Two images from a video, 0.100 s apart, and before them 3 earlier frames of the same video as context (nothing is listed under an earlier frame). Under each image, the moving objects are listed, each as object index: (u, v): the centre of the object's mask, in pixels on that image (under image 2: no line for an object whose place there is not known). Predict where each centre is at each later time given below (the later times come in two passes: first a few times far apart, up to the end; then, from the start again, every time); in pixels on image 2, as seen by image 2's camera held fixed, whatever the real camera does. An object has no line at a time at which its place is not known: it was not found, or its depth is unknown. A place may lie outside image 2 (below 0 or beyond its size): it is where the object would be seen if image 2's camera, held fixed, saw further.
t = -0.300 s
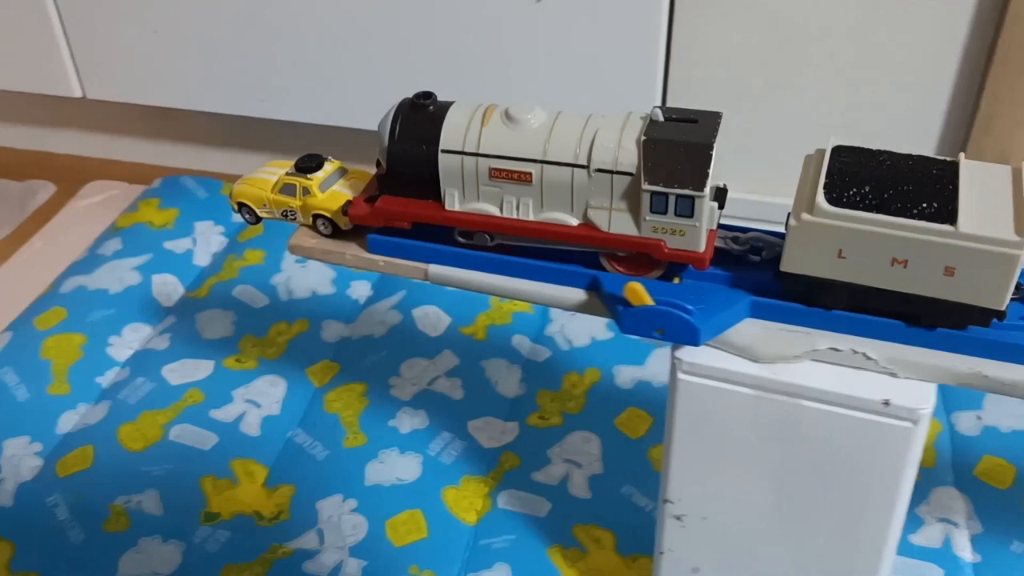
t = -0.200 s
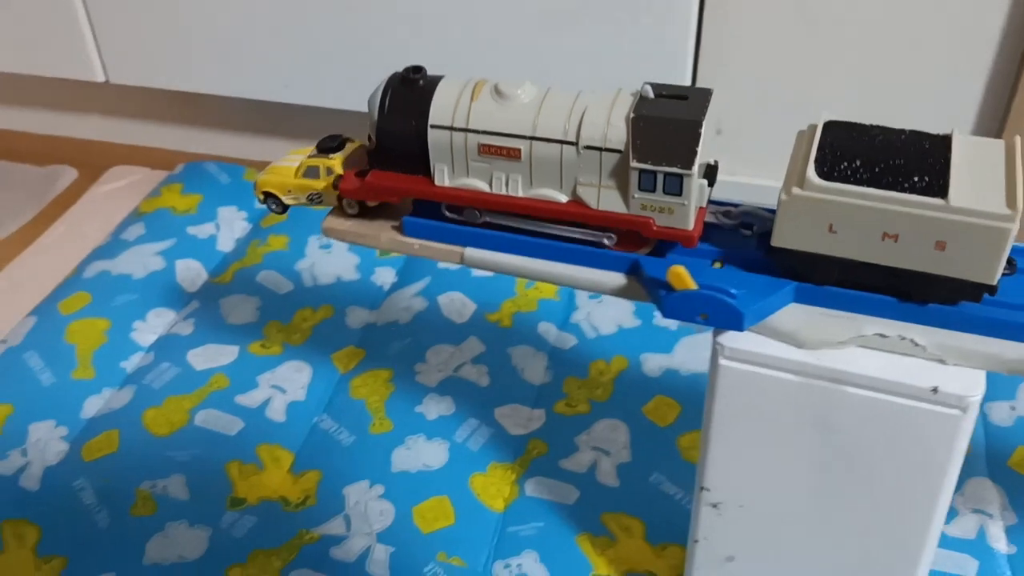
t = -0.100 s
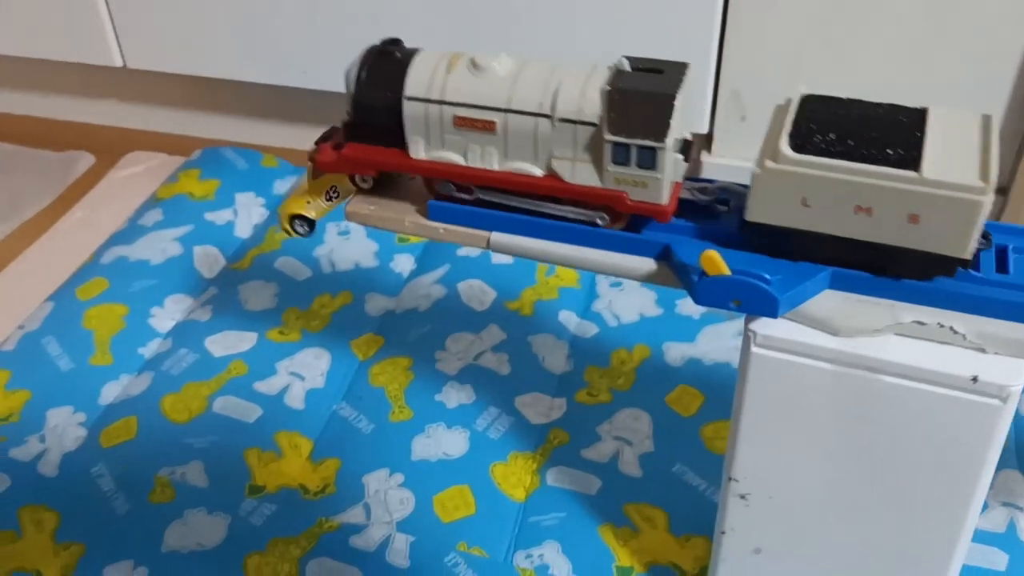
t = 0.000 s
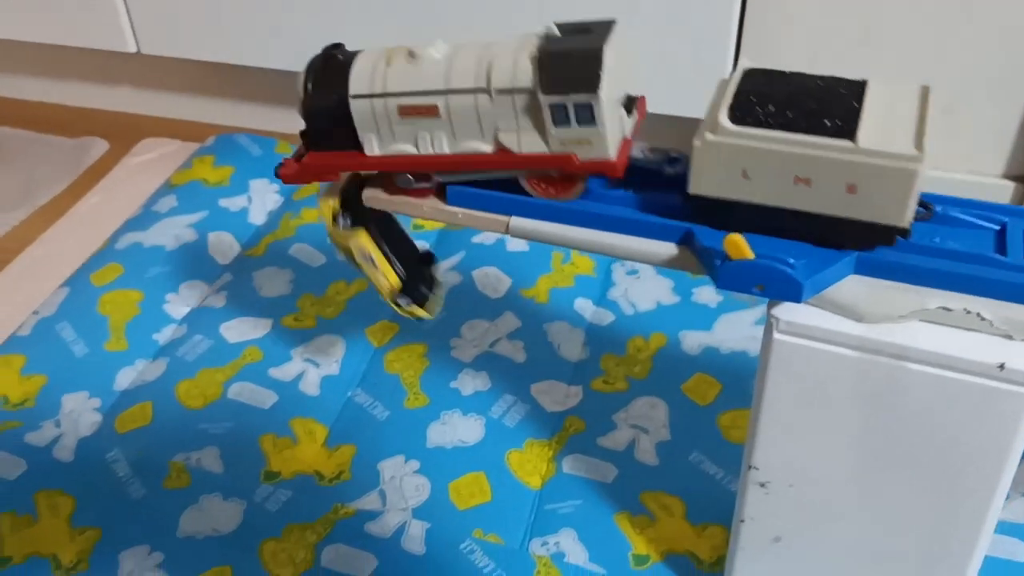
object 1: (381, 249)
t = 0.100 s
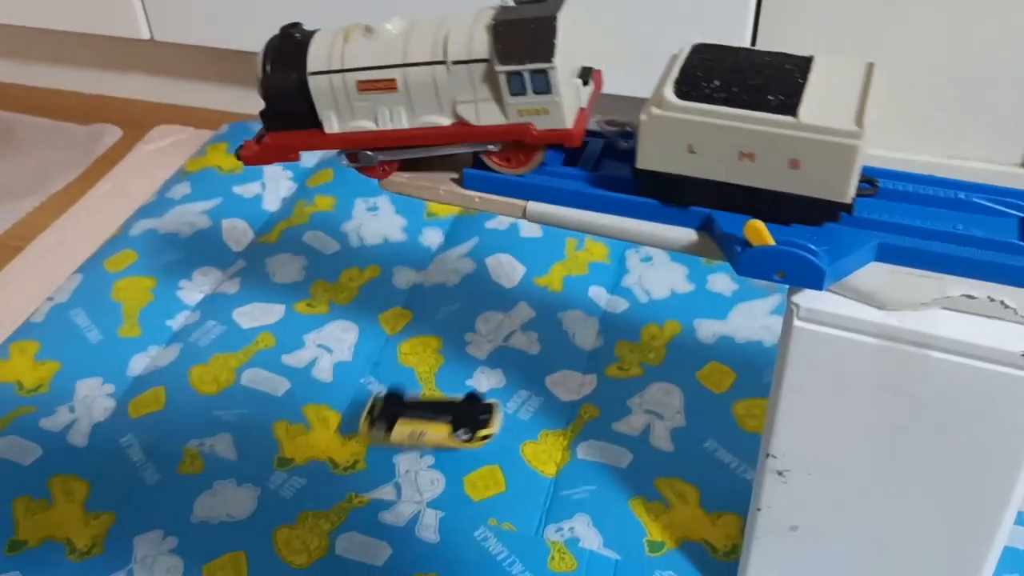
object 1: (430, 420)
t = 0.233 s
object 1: (527, 408)
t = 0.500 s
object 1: (721, 398)
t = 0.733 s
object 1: (763, 372)
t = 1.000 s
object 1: (768, 368)
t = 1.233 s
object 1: (768, 368)
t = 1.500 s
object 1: (767, 368)
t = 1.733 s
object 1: (767, 368)
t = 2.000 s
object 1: (768, 368)
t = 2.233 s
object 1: (768, 368)
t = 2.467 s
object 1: (767, 368)
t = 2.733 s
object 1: (767, 368)
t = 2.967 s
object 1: (767, 368)
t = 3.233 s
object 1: (767, 368)
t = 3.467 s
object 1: (767, 368)
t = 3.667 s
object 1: (767, 368)
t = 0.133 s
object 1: (450, 396)
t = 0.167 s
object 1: (469, 384)
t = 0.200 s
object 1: (495, 391)
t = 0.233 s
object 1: (527, 408)
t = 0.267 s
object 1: (557, 427)
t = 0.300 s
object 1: (592, 442)
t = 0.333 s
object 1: (621, 426)
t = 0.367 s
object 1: (647, 421)
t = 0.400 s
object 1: (667, 421)
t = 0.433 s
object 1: (693, 407)
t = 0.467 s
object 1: (710, 403)
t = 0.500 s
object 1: (721, 398)
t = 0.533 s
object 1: (731, 393)
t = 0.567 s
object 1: (740, 389)
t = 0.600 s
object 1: (747, 386)
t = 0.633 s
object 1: (752, 381)
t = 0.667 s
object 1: (757, 377)
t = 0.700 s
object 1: (760, 374)
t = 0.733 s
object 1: (763, 372)
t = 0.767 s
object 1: (765, 370)
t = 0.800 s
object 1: (767, 368)
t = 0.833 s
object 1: (767, 367)
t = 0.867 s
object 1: (768, 367)
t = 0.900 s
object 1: (768, 367)
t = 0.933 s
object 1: (767, 367)
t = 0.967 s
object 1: (767, 368)
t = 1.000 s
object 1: (768, 368)
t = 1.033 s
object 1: (768, 368)
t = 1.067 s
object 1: (768, 368)
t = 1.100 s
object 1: (767, 368)
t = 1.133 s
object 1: (768, 368)
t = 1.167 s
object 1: (768, 368)
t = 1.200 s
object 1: (768, 368)
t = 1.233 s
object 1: (768, 368)
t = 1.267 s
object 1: (768, 368)
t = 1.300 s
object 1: (768, 368)
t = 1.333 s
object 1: (767, 368)
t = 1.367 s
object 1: (768, 368)
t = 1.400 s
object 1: (768, 368)
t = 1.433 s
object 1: (767, 368)
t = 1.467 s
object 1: (768, 368)
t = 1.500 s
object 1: (767, 368)
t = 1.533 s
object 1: (767, 368)
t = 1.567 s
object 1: (767, 368)
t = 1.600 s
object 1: (767, 368)
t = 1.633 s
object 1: (768, 368)
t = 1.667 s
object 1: (768, 368)
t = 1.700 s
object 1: (767, 368)
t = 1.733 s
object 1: (767, 368)
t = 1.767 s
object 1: (767, 368)
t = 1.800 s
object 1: (767, 368)
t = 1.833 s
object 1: (767, 368)
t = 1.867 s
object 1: (767, 368)
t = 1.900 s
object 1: (767, 368)
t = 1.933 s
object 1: (767, 368)
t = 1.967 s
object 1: (767, 368)
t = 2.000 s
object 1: (768, 368)
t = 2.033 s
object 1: (768, 368)
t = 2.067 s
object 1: (768, 368)
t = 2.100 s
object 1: (768, 368)
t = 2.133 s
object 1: (768, 368)
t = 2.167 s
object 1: (768, 368)
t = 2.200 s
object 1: (767, 368)
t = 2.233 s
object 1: (768, 368)
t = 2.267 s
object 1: (768, 368)
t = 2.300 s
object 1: (768, 368)
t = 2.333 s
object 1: (768, 368)
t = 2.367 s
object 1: (768, 368)
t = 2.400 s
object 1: (767, 368)
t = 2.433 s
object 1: (767, 368)
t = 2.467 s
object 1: (767, 368)
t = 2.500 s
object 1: (767, 368)
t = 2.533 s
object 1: (767, 368)
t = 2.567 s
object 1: (767, 368)
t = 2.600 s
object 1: (767, 368)
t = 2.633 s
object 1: (767, 368)
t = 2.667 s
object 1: (767, 368)
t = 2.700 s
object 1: (767, 368)
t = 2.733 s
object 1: (767, 368)
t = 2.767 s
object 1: (767, 368)
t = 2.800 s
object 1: (767, 368)
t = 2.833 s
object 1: (767, 368)
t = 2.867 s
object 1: (767, 368)
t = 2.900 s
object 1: (767, 368)
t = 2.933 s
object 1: (767, 368)
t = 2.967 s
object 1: (767, 368)
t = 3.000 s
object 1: (767, 368)
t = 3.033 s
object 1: (767, 368)
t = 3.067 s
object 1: (767, 368)
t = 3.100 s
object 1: (767, 368)
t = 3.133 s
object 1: (767, 368)
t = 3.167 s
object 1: (767, 368)
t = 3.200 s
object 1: (767, 368)
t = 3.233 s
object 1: (767, 368)
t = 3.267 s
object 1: (767, 368)
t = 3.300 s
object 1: (767, 368)
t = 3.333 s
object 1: (767, 368)
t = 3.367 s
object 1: (767, 368)
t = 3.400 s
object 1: (767, 368)
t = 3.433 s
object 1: (767, 368)
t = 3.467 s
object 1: (767, 368)
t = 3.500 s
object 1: (767, 368)
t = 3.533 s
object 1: (767, 368)
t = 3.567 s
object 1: (767, 368)
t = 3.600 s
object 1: (767, 368)
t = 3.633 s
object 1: (767, 368)
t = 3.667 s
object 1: (767, 368)
